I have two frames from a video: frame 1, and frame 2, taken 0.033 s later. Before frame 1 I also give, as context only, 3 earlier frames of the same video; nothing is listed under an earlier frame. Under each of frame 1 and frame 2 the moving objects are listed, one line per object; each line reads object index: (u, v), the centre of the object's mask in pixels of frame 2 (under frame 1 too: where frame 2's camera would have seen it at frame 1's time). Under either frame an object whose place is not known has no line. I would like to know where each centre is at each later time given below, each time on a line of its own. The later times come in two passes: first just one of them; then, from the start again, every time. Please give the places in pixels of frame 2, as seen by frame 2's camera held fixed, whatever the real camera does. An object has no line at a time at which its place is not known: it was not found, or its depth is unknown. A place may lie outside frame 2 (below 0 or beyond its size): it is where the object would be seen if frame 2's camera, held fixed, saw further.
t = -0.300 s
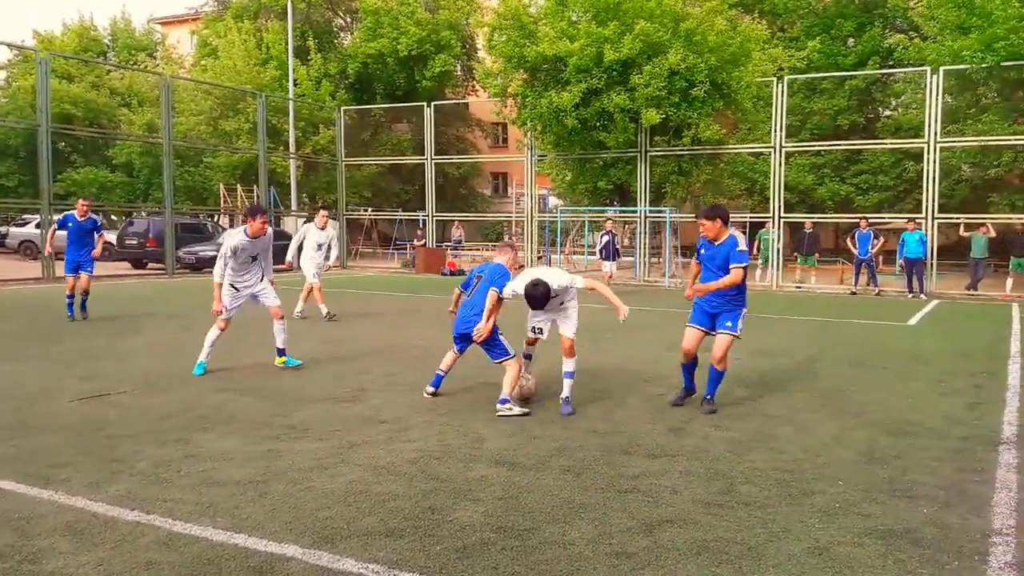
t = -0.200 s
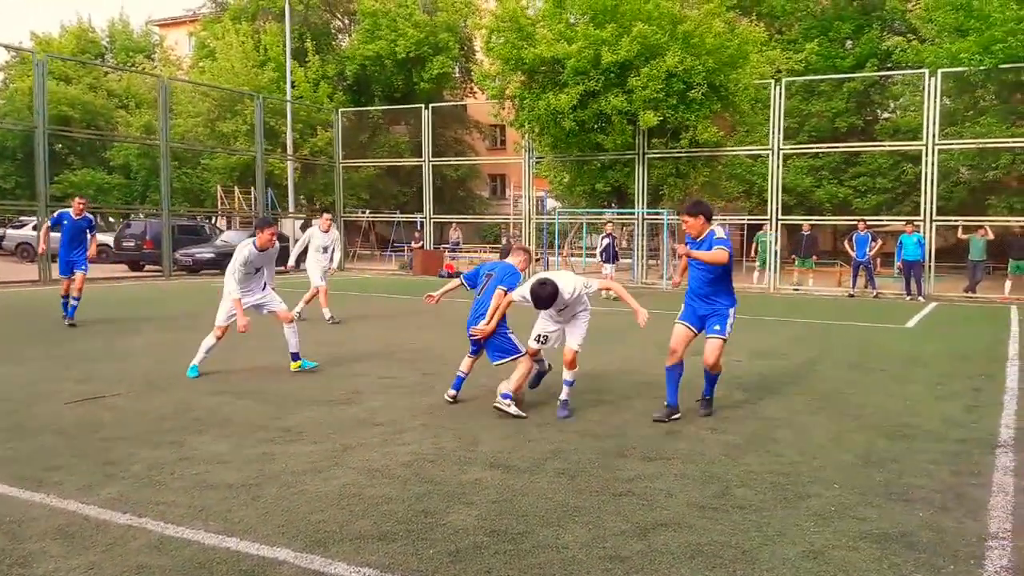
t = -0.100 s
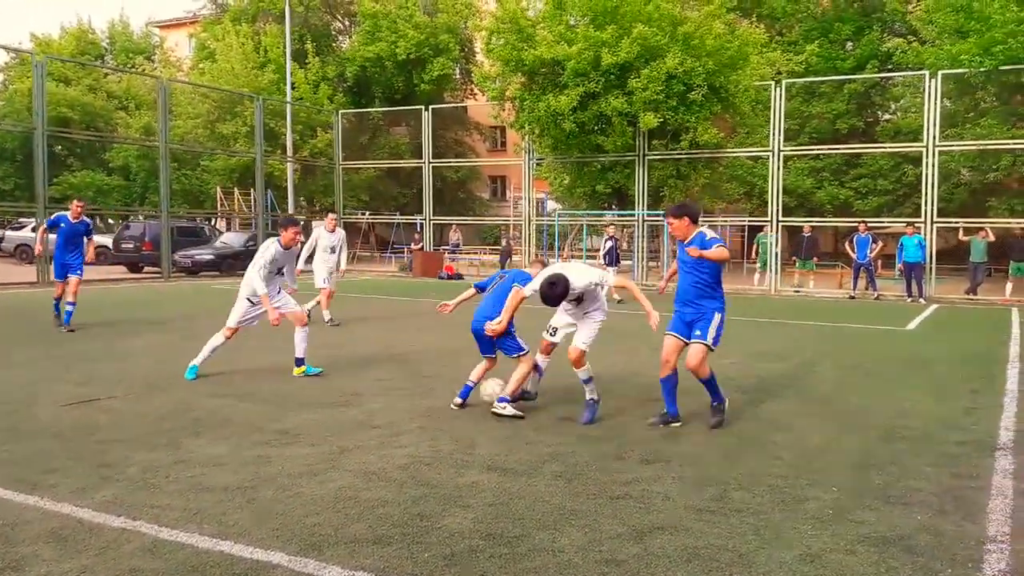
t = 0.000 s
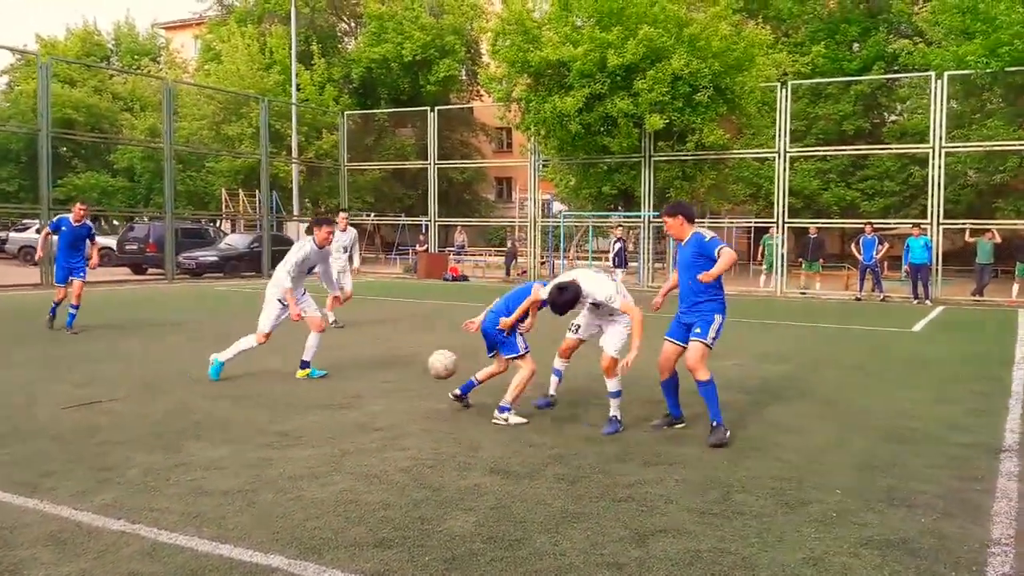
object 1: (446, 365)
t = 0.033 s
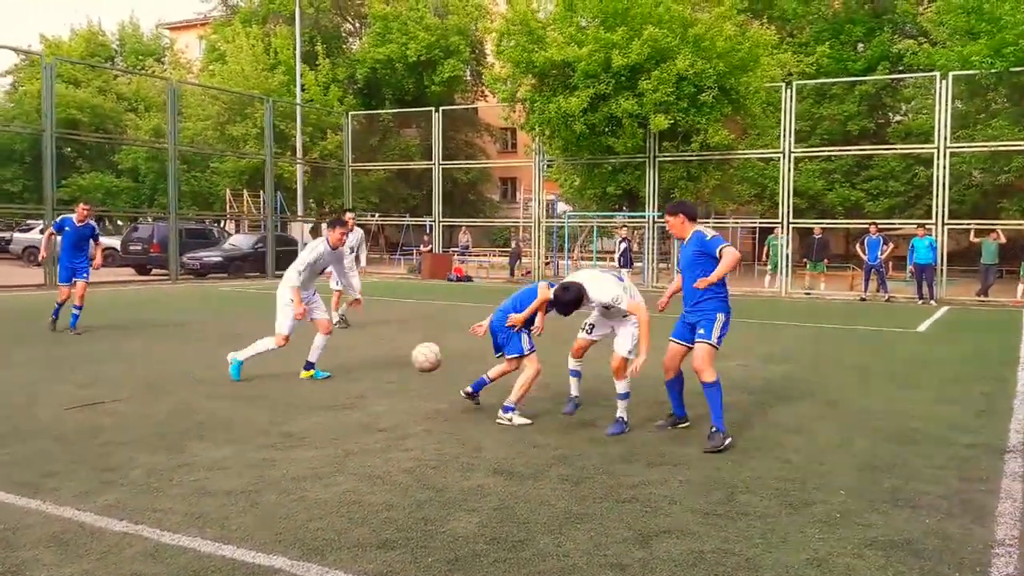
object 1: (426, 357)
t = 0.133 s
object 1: (363, 342)
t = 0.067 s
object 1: (406, 350)
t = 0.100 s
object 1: (385, 345)
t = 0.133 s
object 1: (363, 342)
